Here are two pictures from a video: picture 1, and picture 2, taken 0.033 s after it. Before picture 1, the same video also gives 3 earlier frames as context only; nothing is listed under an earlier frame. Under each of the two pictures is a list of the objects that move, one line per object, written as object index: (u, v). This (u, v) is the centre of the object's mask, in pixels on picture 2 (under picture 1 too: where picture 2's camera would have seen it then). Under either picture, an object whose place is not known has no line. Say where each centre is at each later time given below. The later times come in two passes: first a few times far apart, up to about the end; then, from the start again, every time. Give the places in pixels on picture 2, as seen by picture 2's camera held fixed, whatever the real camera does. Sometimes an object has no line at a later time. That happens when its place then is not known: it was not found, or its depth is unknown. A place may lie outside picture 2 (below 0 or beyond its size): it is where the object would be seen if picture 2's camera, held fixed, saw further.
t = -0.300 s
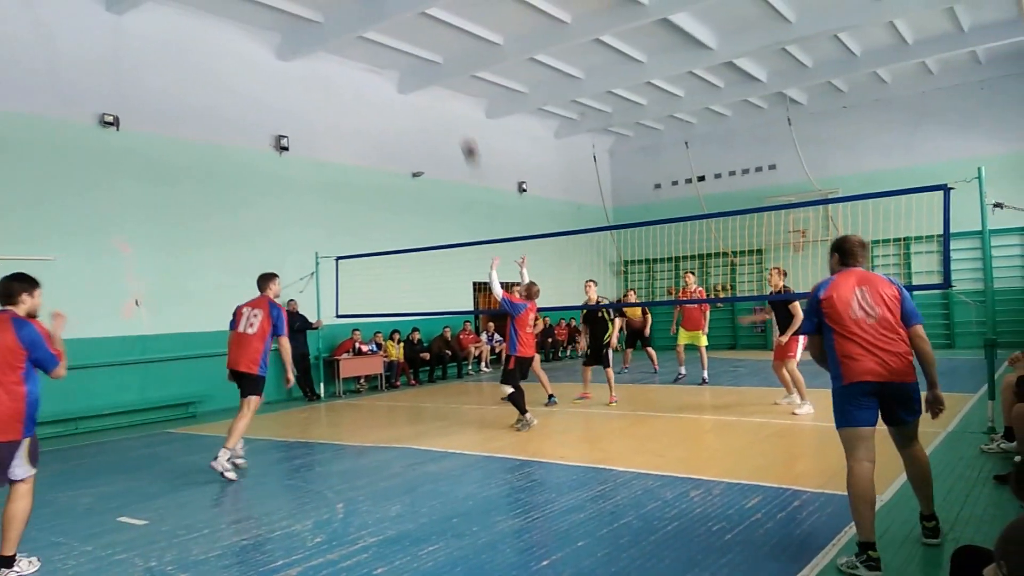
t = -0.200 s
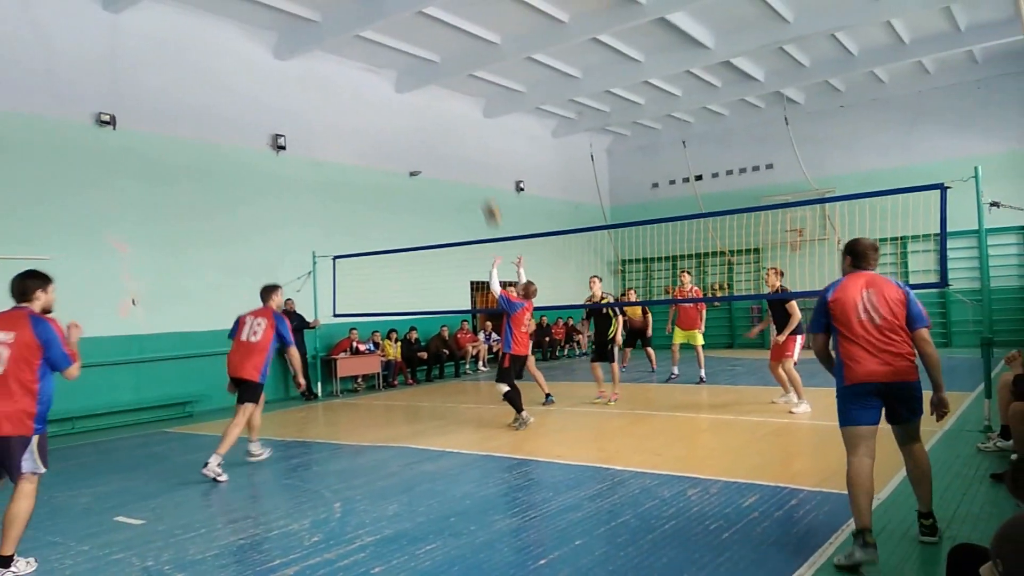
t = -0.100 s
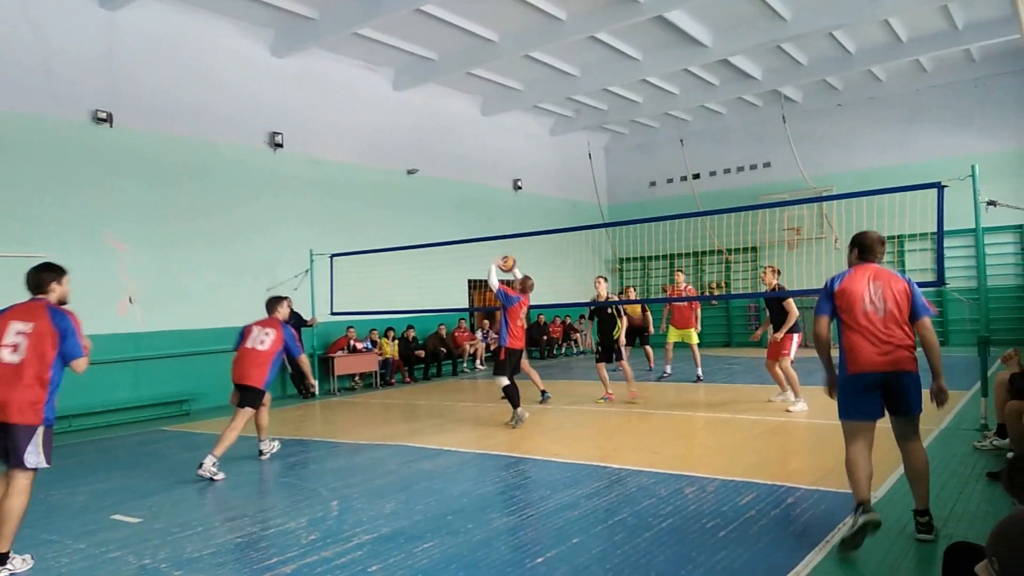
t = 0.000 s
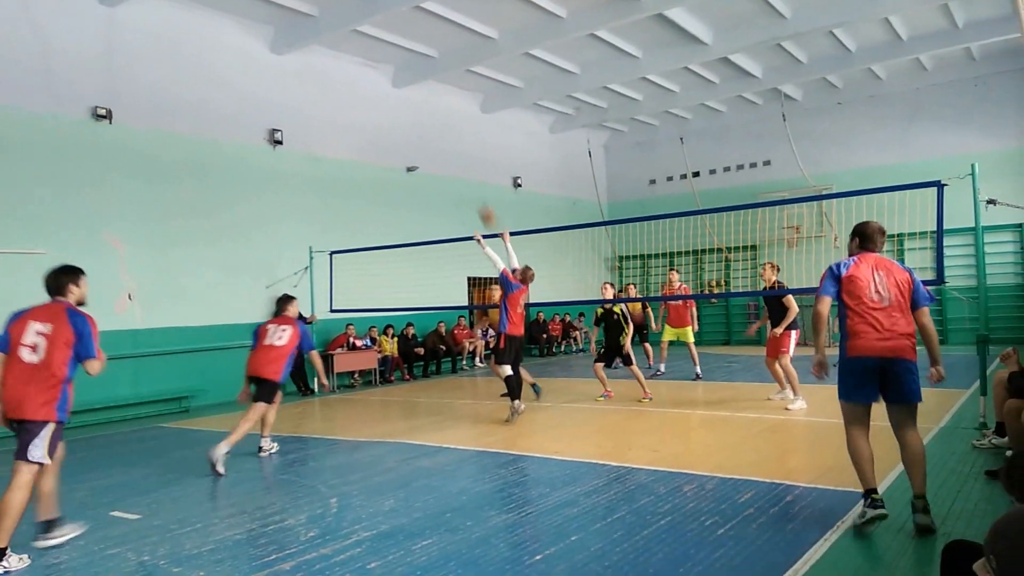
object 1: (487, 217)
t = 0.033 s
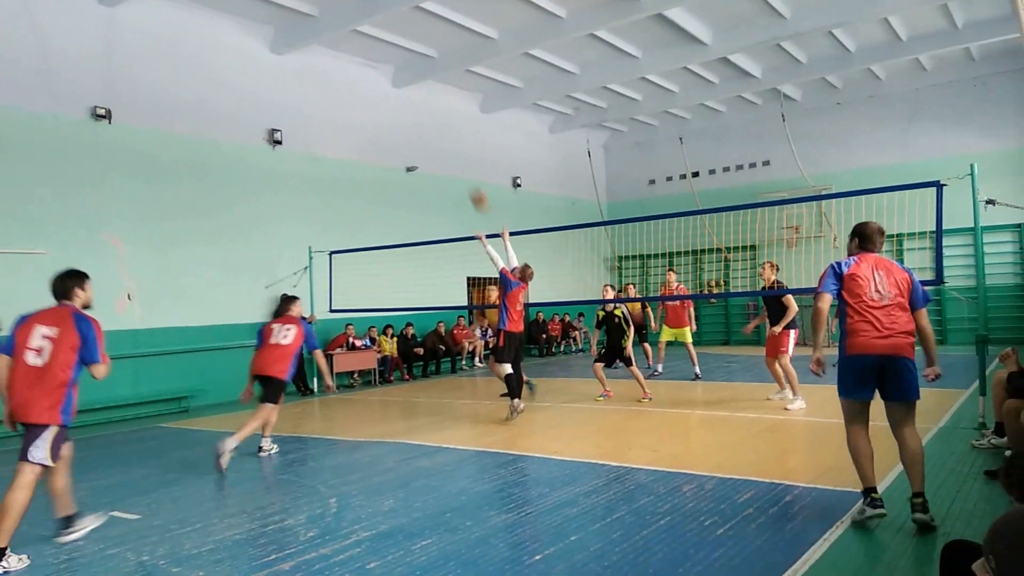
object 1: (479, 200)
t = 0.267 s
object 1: (428, 112)
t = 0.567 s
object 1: (374, 71)
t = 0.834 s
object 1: (335, 91)
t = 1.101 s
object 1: (303, 156)
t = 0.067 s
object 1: (471, 183)
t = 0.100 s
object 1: (463, 168)
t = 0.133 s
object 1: (455, 155)
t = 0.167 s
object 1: (448, 142)
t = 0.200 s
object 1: (441, 131)
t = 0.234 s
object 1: (435, 121)
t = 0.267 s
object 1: (428, 112)
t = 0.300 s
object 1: (422, 103)
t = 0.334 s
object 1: (415, 96)
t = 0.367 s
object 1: (409, 89)
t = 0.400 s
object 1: (403, 84)
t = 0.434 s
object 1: (396, 79)
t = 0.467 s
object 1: (391, 76)
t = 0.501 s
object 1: (385, 74)
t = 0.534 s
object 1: (380, 72)
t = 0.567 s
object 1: (374, 71)
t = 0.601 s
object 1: (369, 71)
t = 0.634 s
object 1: (364, 71)
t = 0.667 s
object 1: (359, 73)
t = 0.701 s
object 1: (354, 75)
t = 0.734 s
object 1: (349, 78)
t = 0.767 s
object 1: (345, 82)
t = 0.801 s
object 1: (340, 86)
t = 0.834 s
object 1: (335, 91)
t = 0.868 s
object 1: (331, 97)
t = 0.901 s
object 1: (326, 104)
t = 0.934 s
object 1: (322, 111)
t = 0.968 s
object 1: (318, 118)
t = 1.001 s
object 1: (314, 126)
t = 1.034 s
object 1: (310, 136)
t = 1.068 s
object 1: (307, 146)
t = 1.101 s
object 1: (303, 156)
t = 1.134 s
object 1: (299, 167)
